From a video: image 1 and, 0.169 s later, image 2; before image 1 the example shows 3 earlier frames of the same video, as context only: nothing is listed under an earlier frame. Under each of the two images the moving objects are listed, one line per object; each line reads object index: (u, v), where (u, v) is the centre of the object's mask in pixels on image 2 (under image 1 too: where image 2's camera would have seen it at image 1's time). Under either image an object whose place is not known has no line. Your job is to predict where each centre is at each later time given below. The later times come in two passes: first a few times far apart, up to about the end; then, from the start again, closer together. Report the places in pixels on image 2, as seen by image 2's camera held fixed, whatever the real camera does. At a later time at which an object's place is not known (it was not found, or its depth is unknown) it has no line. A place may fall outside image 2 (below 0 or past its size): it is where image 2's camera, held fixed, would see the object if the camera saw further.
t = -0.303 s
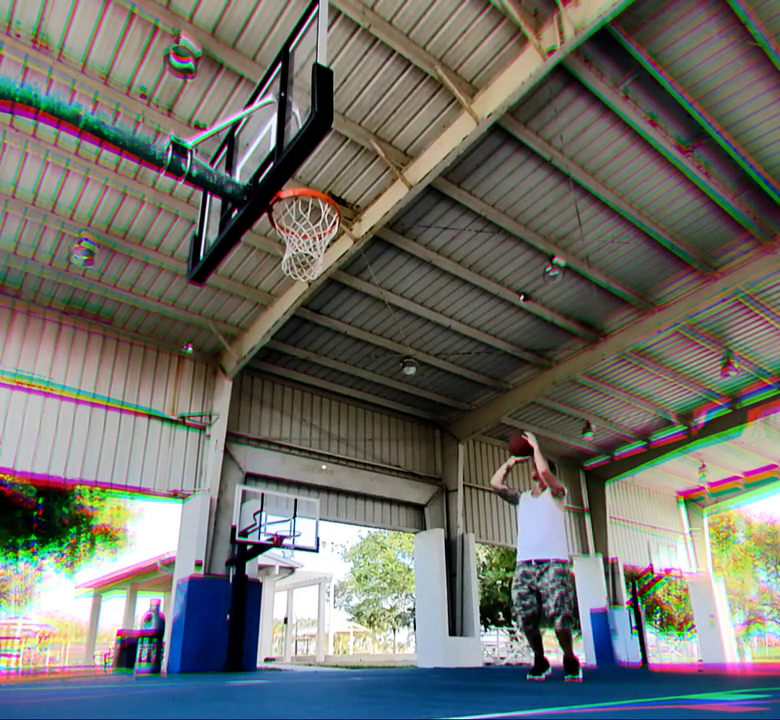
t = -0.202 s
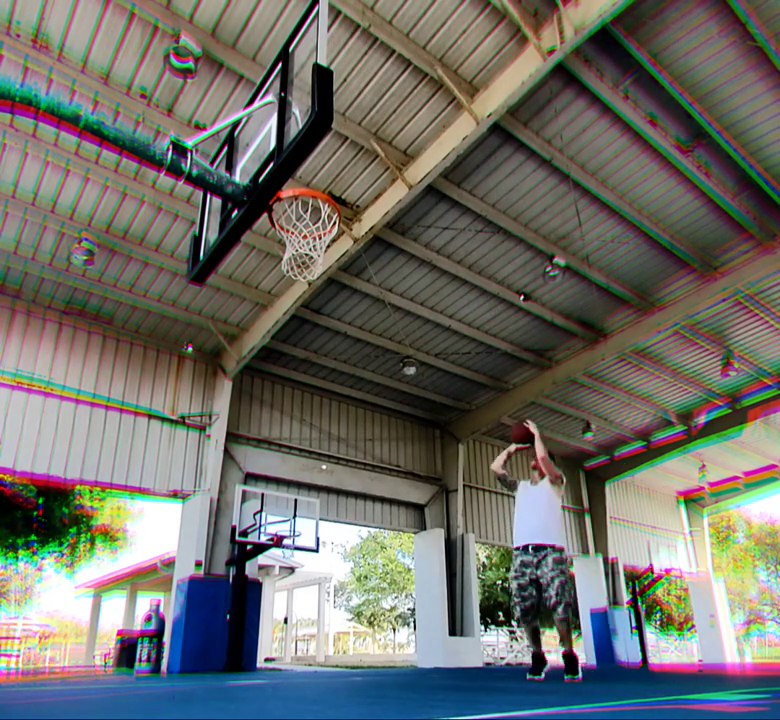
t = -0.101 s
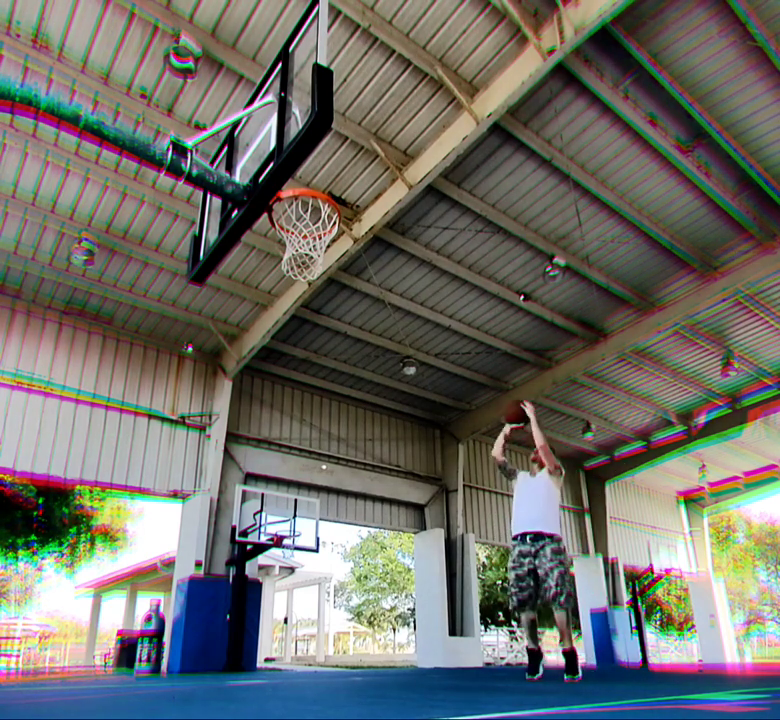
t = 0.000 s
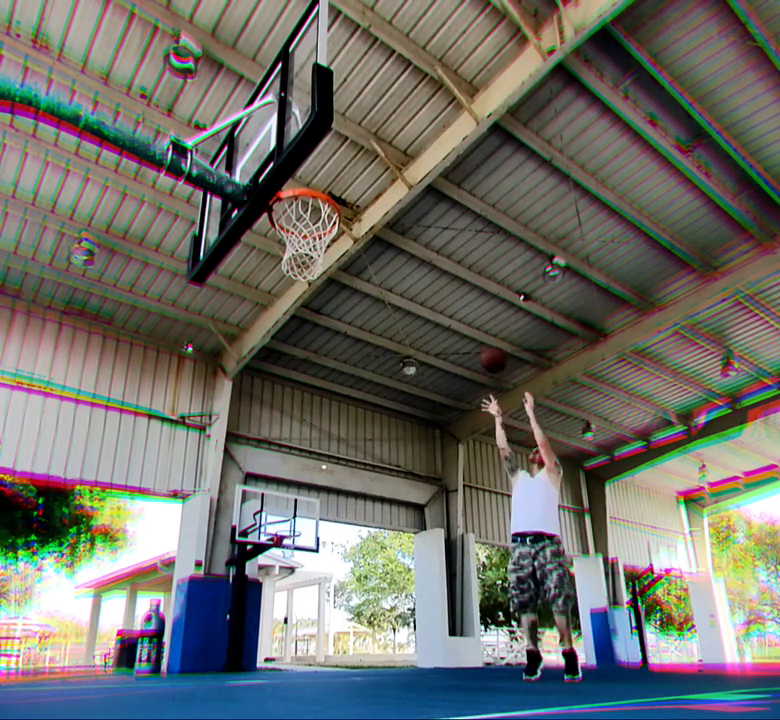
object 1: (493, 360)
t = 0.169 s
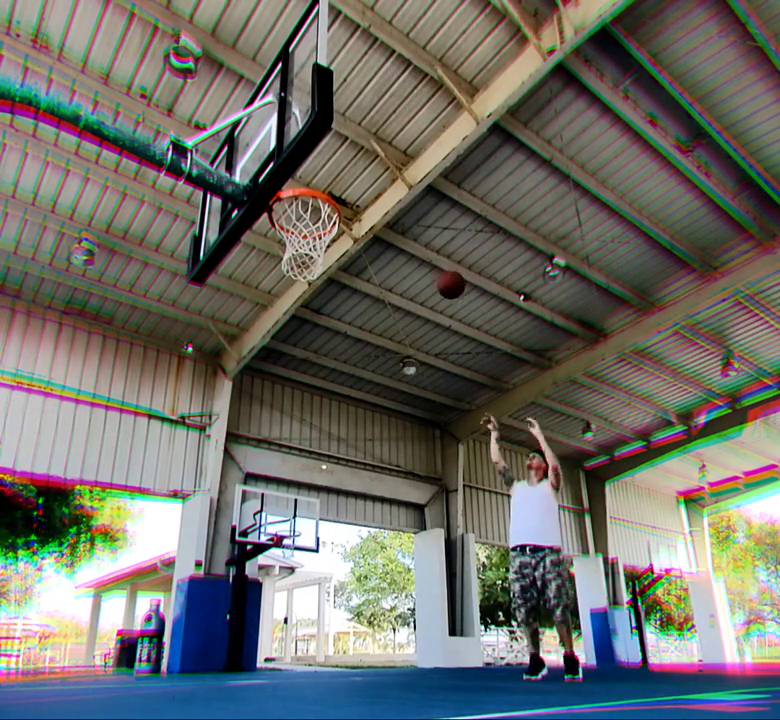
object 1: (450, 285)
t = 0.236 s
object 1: (433, 261)
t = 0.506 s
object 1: (357, 206)
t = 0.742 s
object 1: (305, 231)
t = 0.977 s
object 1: (340, 316)
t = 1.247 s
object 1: (371, 479)
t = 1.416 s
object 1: (391, 643)
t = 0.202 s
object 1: (442, 273)
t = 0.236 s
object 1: (433, 261)
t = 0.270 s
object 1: (424, 251)
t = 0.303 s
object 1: (415, 241)
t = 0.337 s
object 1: (405, 233)
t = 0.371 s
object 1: (397, 226)
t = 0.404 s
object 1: (387, 219)
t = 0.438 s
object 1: (377, 214)
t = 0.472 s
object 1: (367, 209)
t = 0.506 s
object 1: (357, 206)
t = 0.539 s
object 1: (348, 202)
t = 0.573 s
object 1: (340, 198)
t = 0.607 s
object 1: (324, 201)
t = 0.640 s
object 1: (309, 209)
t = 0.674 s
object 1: (300, 210)
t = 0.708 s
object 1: (299, 215)
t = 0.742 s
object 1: (305, 231)
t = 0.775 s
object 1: (313, 249)
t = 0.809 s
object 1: (319, 263)
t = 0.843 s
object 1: (324, 270)
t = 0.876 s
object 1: (328, 280)
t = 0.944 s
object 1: (336, 303)
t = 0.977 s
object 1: (340, 316)
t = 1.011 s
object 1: (344, 332)
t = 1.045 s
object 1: (347, 348)
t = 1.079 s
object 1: (352, 366)
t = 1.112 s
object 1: (355, 384)
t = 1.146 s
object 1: (359, 406)
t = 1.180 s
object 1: (363, 429)
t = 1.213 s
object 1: (367, 453)
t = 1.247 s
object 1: (371, 479)
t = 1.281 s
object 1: (375, 507)
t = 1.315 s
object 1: (379, 537)
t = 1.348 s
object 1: (383, 570)
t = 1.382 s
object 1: (387, 605)
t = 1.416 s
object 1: (391, 643)
